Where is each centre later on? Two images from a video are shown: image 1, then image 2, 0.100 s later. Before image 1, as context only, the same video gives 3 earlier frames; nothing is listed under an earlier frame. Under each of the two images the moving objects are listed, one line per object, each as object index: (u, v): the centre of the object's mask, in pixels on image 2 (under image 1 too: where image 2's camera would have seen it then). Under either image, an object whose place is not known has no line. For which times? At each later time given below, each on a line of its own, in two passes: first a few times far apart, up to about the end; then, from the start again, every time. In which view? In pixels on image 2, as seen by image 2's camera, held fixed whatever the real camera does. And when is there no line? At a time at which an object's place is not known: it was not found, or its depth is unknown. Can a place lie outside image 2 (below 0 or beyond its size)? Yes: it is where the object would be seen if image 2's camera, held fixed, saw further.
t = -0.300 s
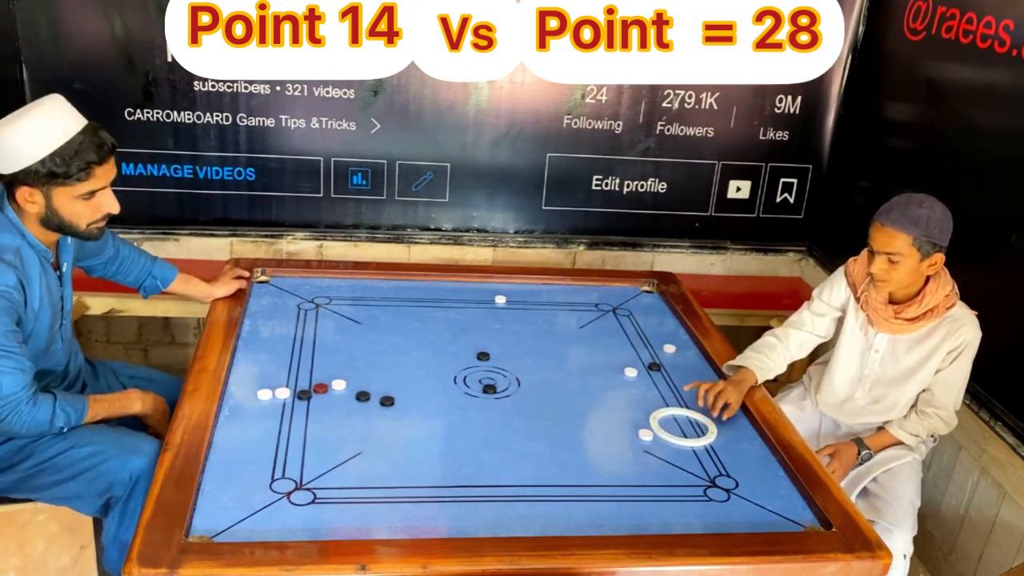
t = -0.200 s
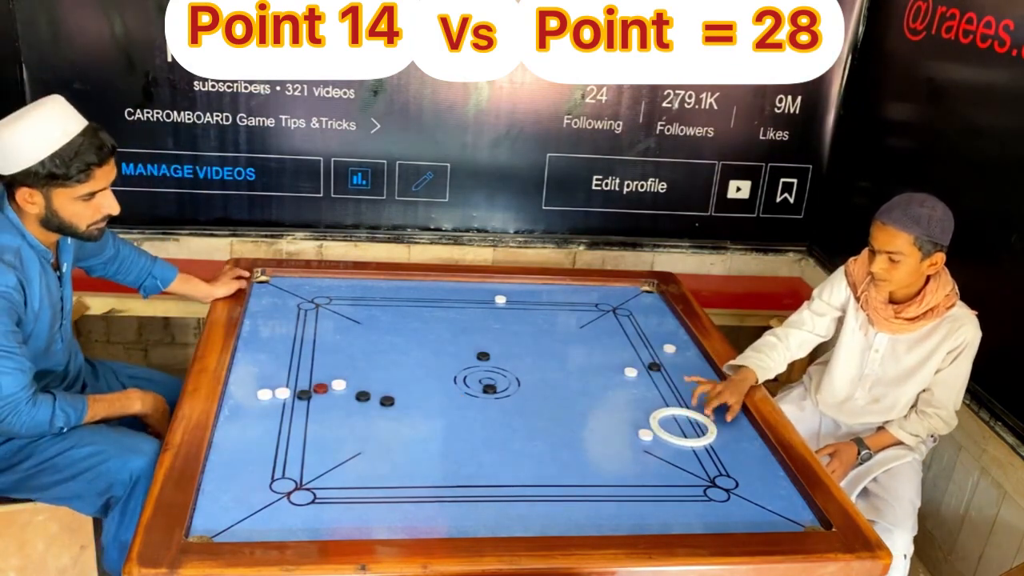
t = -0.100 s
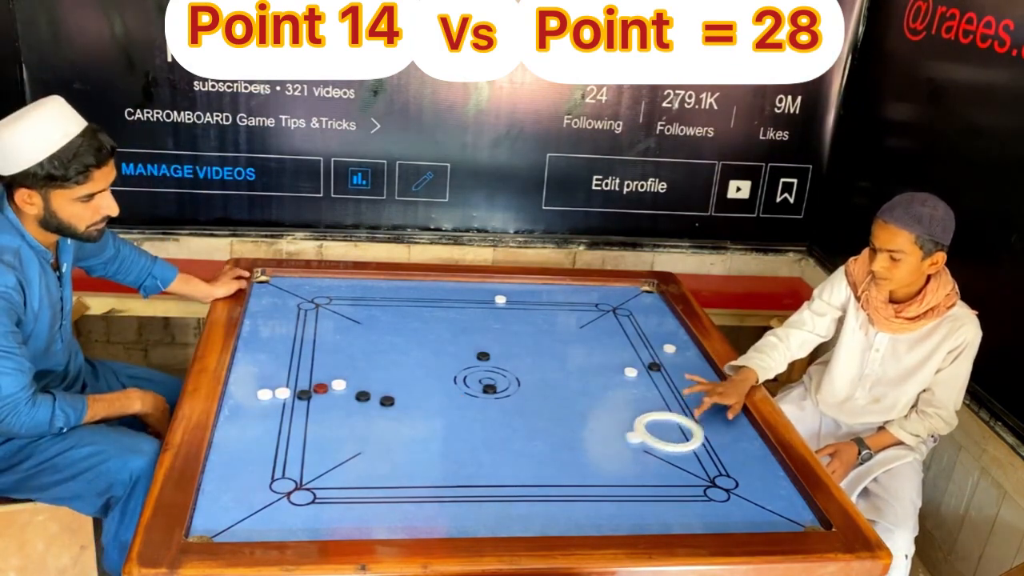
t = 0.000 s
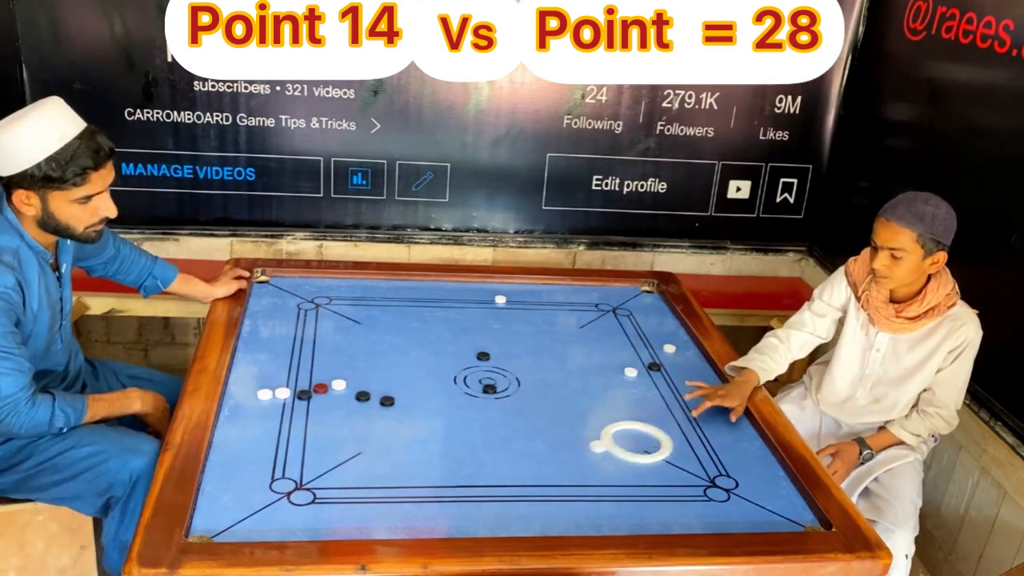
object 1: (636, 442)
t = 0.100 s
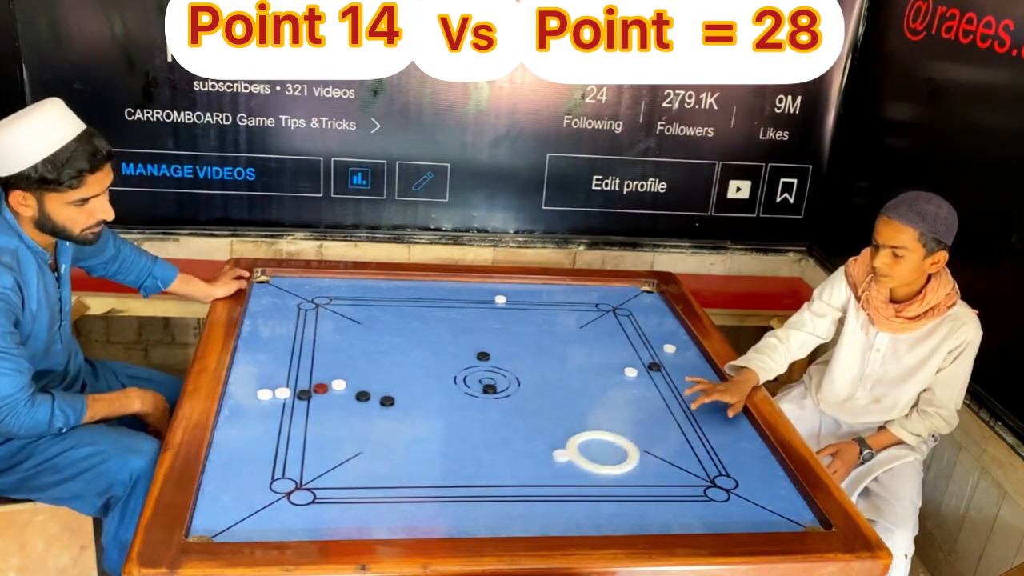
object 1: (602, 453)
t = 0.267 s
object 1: (543, 472)
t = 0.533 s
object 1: (439, 504)
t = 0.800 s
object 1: (335, 510)
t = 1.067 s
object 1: (246, 487)
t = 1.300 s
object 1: (297, 471)
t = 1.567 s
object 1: (363, 453)
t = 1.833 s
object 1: (421, 436)
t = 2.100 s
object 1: (472, 421)
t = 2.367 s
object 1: (518, 408)
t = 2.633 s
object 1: (557, 396)
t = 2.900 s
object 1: (593, 386)
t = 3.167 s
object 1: (620, 377)
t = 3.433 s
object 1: (639, 371)
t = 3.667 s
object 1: (652, 367)
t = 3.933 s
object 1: (663, 363)
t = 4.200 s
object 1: (667, 362)
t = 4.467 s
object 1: (669, 363)
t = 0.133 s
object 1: (591, 456)
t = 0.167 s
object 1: (579, 460)
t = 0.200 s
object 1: (567, 464)
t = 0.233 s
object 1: (555, 467)
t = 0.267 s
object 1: (543, 472)
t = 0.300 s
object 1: (531, 475)
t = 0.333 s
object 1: (518, 479)
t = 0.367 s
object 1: (505, 483)
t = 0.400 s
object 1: (493, 487)
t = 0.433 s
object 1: (480, 491)
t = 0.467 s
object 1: (466, 496)
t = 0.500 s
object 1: (453, 500)
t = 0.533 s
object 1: (439, 504)
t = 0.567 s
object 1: (426, 508)
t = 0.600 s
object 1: (412, 512)
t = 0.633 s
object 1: (397, 515)
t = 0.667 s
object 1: (379, 505)
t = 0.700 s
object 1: (371, 517)
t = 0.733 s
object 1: (359, 515)
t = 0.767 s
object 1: (347, 513)
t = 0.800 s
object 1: (335, 510)
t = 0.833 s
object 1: (323, 508)
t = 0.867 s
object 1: (312, 505)
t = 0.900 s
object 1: (300, 502)
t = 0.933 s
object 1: (289, 499)
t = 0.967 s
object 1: (278, 496)
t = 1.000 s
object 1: (267, 493)
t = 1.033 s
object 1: (256, 490)
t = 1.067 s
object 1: (246, 487)
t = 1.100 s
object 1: (243, 485)
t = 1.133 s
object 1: (252, 483)
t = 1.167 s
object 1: (261, 480)
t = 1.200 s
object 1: (270, 478)
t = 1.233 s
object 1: (279, 476)
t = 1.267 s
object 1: (288, 473)
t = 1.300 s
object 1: (297, 471)
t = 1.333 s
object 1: (305, 469)
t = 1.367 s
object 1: (314, 466)
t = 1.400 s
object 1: (322, 464)
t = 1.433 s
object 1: (331, 462)
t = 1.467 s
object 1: (339, 459)
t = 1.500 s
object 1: (347, 457)
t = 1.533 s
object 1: (355, 455)
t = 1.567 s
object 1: (363, 453)
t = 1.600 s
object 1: (371, 450)
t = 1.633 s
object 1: (378, 448)
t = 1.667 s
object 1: (385, 446)
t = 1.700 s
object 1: (393, 444)
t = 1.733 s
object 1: (400, 442)
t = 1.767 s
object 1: (407, 440)
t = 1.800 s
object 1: (414, 438)
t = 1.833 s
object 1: (421, 436)
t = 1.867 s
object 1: (428, 434)
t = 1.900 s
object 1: (435, 432)
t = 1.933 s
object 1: (441, 430)
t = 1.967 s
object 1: (448, 428)
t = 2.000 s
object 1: (454, 427)
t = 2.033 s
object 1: (460, 425)
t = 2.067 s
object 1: (466, 423)
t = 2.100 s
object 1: (472, 421)
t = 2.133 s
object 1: (478, 420)
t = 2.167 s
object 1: (484, 418)
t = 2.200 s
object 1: (490, 416)
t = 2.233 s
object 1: (495, 415)
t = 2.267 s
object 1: (501, 413)
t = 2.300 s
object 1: (507, 411)
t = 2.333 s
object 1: (512, 410)
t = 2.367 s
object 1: (518, 408)
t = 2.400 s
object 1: (523, 407)
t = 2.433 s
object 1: (528, 405)
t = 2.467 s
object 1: (533, 403)
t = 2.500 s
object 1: (538, 402)
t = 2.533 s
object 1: (543, 400)
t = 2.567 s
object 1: (548, 399)
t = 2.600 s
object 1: (553, 398)
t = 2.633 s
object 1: (557, 396)
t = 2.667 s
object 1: (562, 395)
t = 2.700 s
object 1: (567, 393)
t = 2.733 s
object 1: (571, 392)
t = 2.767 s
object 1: (576, 391)
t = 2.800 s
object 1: (580, 389)
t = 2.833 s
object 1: (584, 388)
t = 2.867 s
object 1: (589, 387)
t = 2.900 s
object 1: (593, 386)
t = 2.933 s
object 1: (597, 384)
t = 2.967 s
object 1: (601, 383)
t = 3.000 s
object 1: (604, 382)
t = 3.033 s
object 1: (608, 381)
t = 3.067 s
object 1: (611, 380)
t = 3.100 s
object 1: (614, 379)
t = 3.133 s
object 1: (617, 378)
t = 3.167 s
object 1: (620, 377)
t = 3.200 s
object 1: (623, 376)
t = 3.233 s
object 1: (625, 376)
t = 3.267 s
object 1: (628, 375)
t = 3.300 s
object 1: (630, 374)
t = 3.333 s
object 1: (632, 373)
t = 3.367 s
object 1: (635, 373)
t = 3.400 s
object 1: (637, 372)
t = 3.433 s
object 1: (639, 371)
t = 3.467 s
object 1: (641, 371)
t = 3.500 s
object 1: (643, 371)
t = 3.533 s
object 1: (645, 370)
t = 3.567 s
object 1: (647, 369)
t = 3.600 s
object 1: (649, 368)
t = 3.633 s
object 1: (651, 368)
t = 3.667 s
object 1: (652, 367)
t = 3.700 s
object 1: (654, 367)
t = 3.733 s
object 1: (656, 366)
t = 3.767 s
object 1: (657, 366)
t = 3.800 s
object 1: (659, 365)
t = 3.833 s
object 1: (660, 364)
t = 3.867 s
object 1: (661, 364)
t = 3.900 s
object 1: (662, 364)
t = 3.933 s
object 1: (663, 363)
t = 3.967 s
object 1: (663, 363)
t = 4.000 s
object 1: (664, 362)
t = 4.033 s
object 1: (665, 363)
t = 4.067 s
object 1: (665, 362)
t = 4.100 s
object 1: (666, 362)
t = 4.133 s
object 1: (666, 362)
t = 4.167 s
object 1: (667, 363)
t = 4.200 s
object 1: (667, 362)
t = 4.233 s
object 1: (668, 363)
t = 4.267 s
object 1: (668, 363)
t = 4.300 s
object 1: (668, 363)
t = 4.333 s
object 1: (669, 363)
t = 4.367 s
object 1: (668, 363)
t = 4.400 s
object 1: (669, 363)
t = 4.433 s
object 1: (669, 363)
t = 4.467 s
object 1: (669, 363)
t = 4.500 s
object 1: (669, 363)
